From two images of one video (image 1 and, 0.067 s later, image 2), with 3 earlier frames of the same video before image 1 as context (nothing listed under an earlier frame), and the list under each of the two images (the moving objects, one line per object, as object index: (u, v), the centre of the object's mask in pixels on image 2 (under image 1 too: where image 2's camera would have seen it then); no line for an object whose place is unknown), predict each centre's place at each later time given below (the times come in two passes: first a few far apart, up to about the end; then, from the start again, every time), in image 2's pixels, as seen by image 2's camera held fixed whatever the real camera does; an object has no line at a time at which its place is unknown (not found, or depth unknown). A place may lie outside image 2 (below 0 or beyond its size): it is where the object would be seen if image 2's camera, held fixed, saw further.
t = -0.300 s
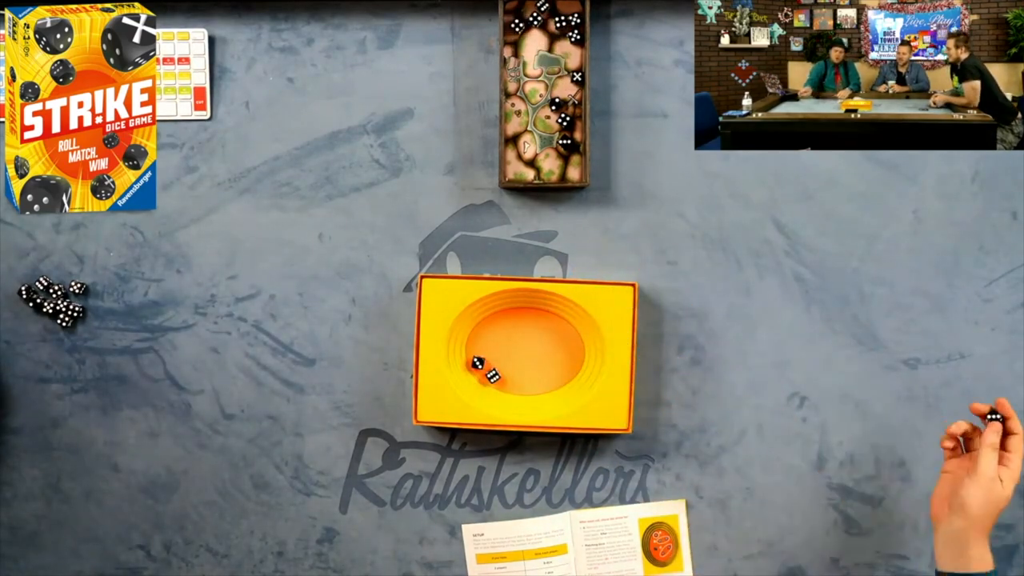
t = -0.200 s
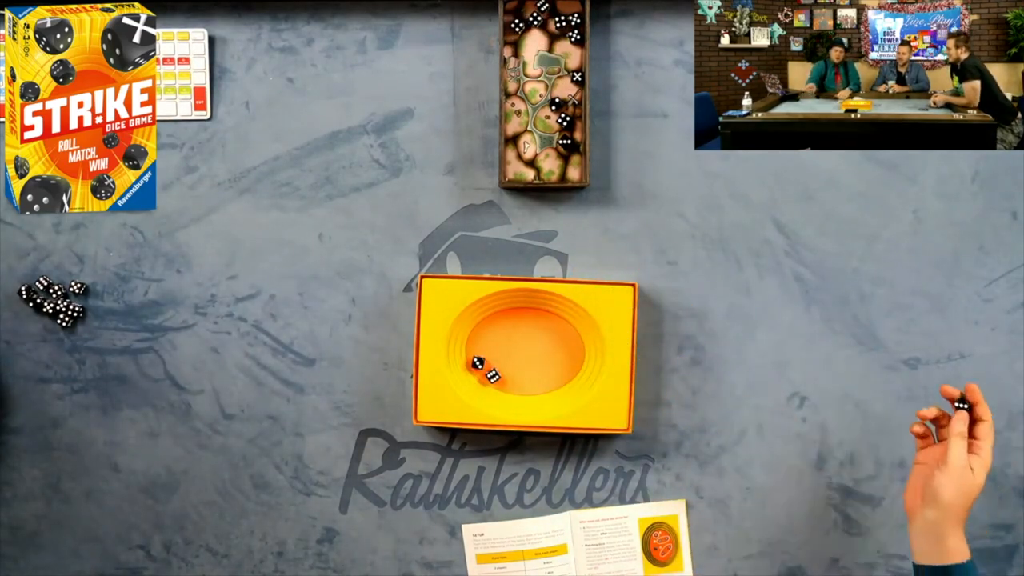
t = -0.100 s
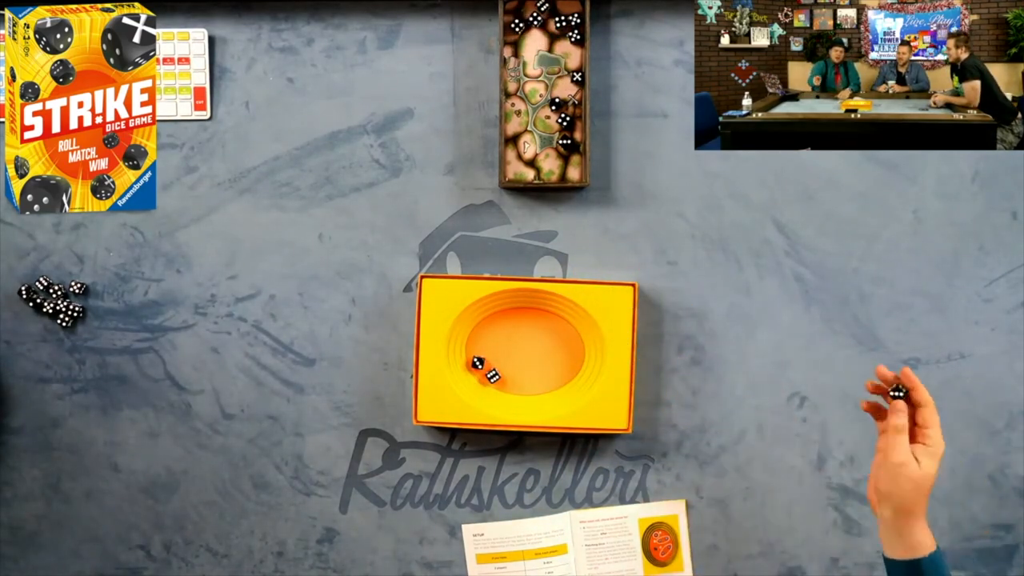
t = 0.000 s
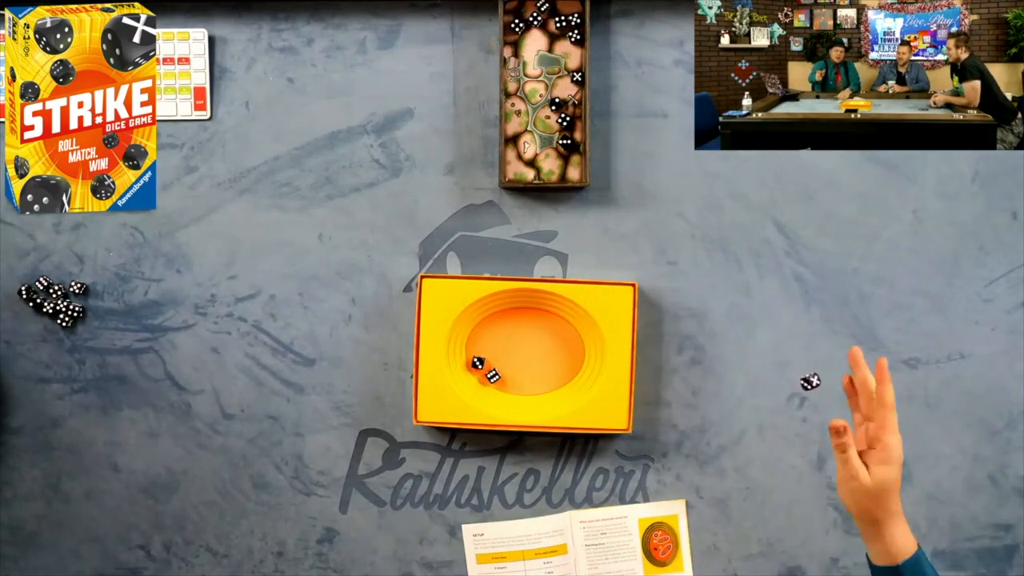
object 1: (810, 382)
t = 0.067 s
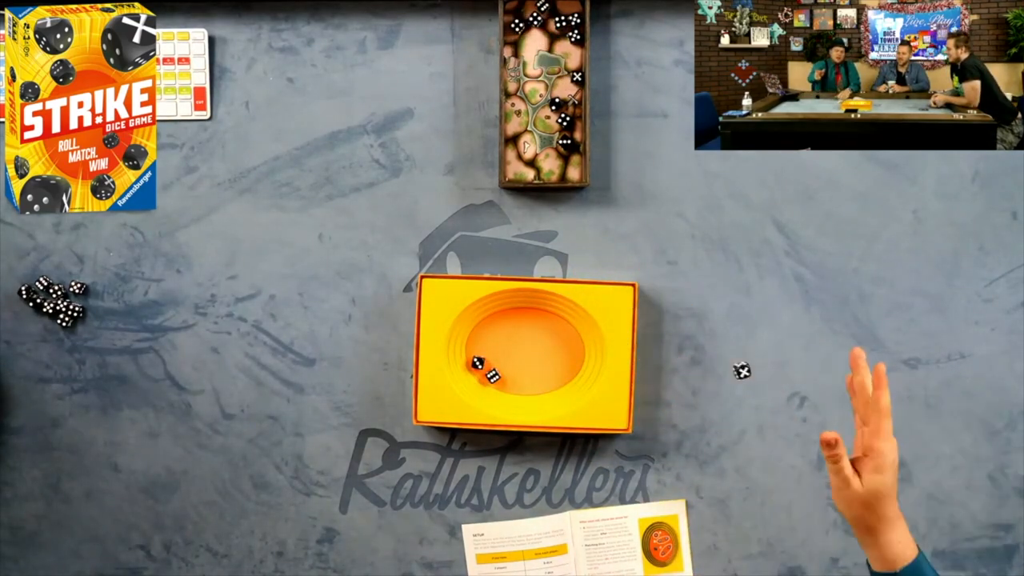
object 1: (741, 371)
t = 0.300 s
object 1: (509, 324)
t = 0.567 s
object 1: (504, 391)
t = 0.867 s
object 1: (554, 388)
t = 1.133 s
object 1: (551, 381)
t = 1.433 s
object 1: (551, 381)
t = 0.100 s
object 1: (706, 364)
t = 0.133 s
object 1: (671, 358)
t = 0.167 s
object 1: (638, 351)
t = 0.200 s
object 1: (605, 343)
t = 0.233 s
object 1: (567, 339)
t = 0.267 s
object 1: (538, 332)
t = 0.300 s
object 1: (509, 324)
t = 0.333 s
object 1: (480, 316)
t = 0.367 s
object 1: (464, 324)
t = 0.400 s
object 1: (455, 340)
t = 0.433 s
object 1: (455, 358)
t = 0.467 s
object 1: (464, 373)
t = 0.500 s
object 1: (480, 383)
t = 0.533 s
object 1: (491, 389)
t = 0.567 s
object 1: (504, 391)
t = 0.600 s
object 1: (518, 389)
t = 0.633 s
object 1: (525, 388)
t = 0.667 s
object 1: (531, 389)
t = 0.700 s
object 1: (535, 390)
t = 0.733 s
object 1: (540, 388)
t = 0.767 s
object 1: (544, 385)
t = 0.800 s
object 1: (547, 385)
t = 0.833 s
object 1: (552, 385)
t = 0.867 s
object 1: (554, 388)
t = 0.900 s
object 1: (553, 386)
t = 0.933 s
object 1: (553, 384)
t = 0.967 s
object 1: (552, 382)
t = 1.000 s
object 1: (551, 382)
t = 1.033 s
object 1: (551, 382)
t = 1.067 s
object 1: (551, 381)
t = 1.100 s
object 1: (551, 381)
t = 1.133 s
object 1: (551, 381)
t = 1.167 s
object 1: (551, 381)
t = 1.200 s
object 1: (551, 381)
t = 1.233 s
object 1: (551, 381)
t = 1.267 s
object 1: (551, 381)
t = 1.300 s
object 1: (551, 381)
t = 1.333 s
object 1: (551, 381)
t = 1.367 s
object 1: (551, 381)
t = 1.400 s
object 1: (551, 381)
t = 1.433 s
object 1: (551, 381)
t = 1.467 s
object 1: (551, 381)
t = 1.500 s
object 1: (551, 381)
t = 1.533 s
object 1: (551, 381)
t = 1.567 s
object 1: (551, 381)
